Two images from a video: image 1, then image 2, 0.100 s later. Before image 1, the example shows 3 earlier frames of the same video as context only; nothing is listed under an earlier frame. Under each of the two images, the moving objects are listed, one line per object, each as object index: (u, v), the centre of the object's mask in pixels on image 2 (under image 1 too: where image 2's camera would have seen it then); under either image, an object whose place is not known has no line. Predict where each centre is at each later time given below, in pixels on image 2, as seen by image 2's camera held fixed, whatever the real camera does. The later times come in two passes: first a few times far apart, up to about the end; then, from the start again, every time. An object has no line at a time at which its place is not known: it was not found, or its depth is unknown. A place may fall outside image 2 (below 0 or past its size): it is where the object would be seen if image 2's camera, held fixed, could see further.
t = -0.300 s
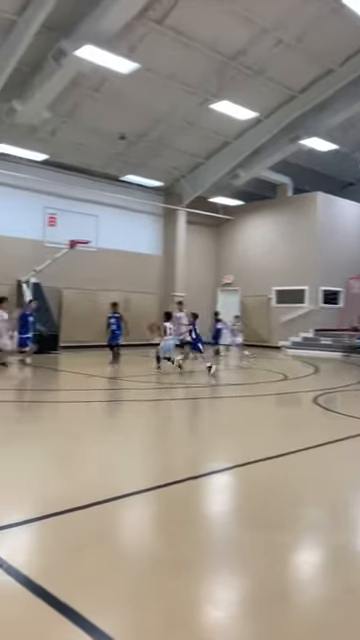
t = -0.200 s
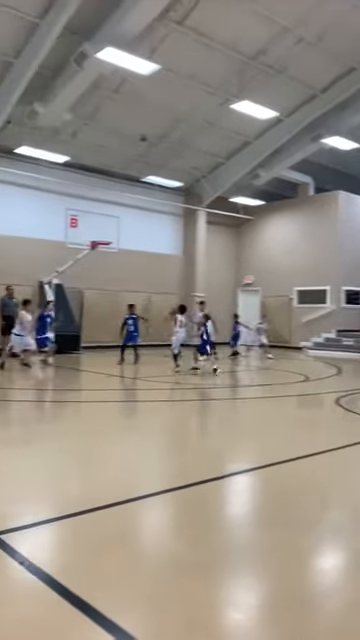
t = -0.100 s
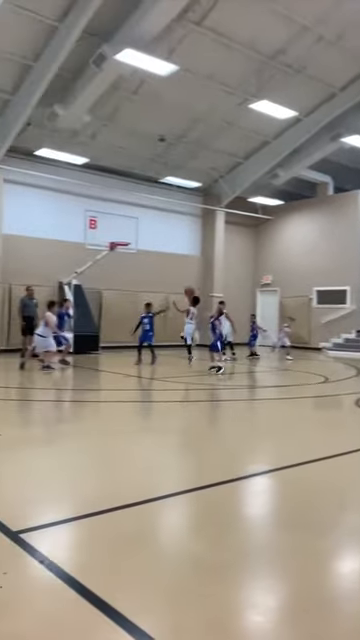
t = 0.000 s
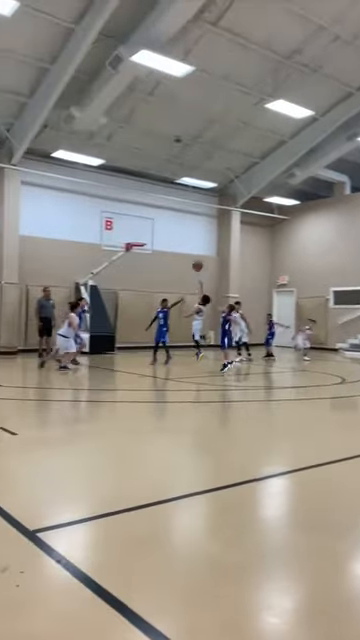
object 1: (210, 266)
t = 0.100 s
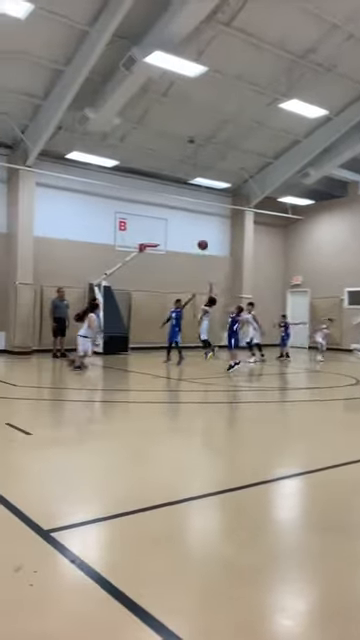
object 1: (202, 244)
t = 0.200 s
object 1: (195, 230)
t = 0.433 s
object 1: (178, 214)
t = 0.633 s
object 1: (165, 220)
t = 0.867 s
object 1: (151, 241)
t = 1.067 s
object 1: (148, 253)
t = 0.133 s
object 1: (200, 239)
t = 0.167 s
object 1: (198, 234)
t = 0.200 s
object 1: (195, 230)
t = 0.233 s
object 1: (192, 226)
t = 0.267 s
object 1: (190, 222)
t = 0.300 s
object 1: (187, 220)
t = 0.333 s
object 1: (185, 217)
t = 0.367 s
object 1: (183, 215)
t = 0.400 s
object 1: (180, 214)
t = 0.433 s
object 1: (178, 214)
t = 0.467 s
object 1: (176, 213)
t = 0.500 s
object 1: (173, 213)
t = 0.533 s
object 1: (171, 214)
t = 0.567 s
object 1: (169, 216)
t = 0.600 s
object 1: (167, 218)
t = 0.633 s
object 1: (165, 220)
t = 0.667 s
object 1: (163, 222)
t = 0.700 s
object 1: (161, 226)
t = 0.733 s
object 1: (158, 229)
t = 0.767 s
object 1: (156, 233)
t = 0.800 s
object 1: (154, 237)
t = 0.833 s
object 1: (153, 240)
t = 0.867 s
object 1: (151, 241)
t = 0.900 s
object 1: (151, 242)
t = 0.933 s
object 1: (149, 244)
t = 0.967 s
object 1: (148, 247)
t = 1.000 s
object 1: (147, 250)
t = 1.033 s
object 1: (148, 250)
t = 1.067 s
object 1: (148, 253)
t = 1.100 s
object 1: (147, 256)
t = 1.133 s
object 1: (147, 258)
